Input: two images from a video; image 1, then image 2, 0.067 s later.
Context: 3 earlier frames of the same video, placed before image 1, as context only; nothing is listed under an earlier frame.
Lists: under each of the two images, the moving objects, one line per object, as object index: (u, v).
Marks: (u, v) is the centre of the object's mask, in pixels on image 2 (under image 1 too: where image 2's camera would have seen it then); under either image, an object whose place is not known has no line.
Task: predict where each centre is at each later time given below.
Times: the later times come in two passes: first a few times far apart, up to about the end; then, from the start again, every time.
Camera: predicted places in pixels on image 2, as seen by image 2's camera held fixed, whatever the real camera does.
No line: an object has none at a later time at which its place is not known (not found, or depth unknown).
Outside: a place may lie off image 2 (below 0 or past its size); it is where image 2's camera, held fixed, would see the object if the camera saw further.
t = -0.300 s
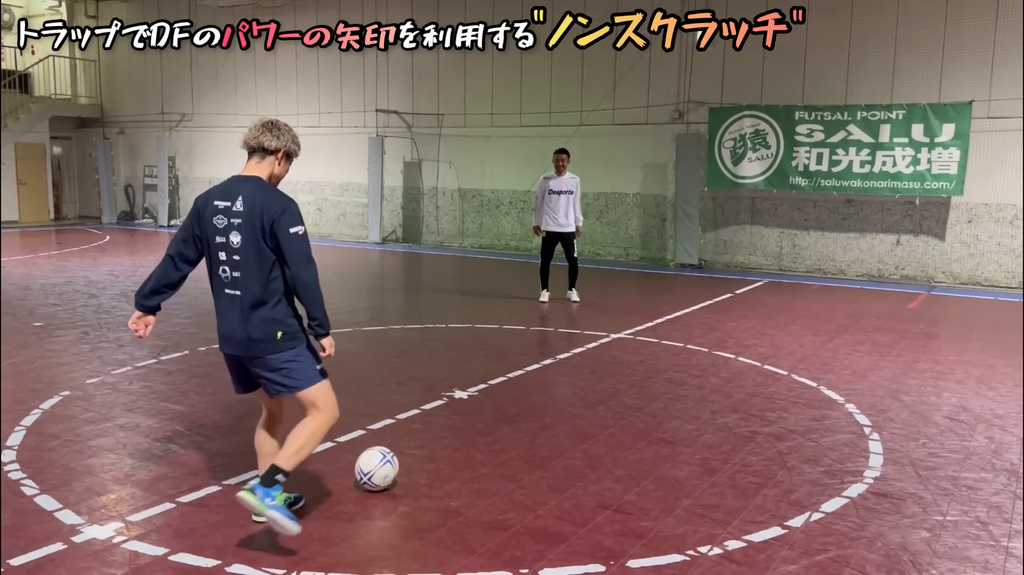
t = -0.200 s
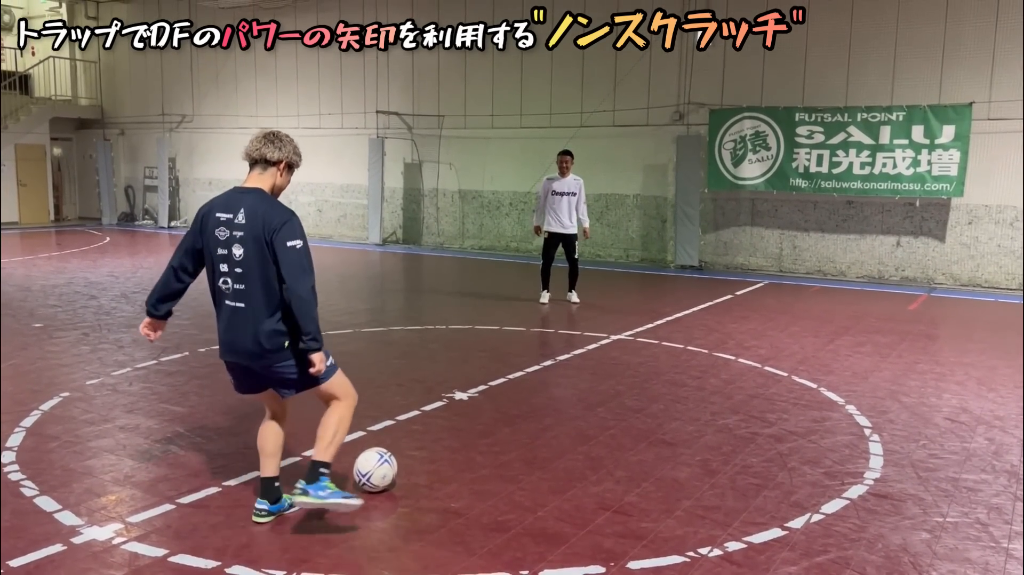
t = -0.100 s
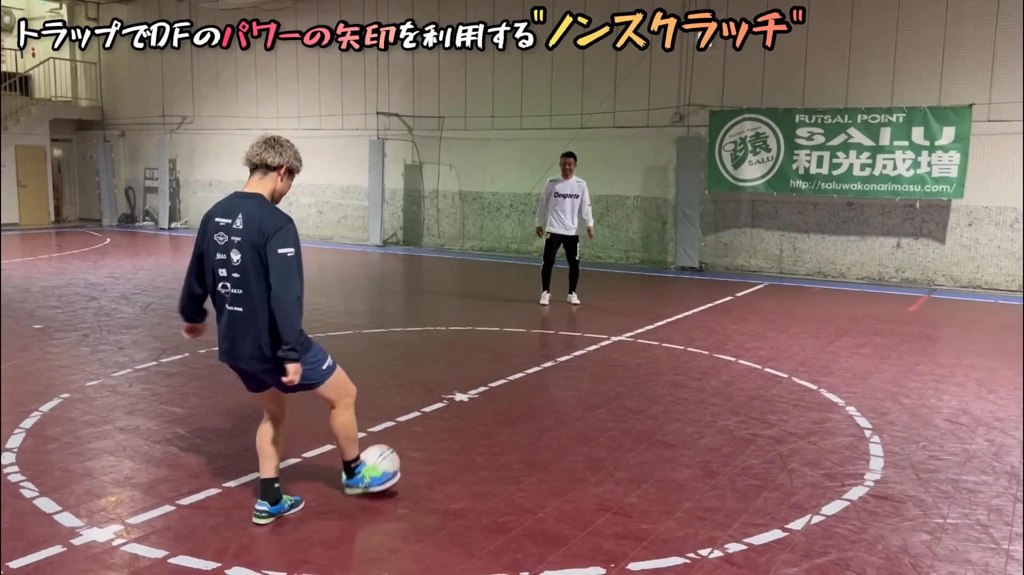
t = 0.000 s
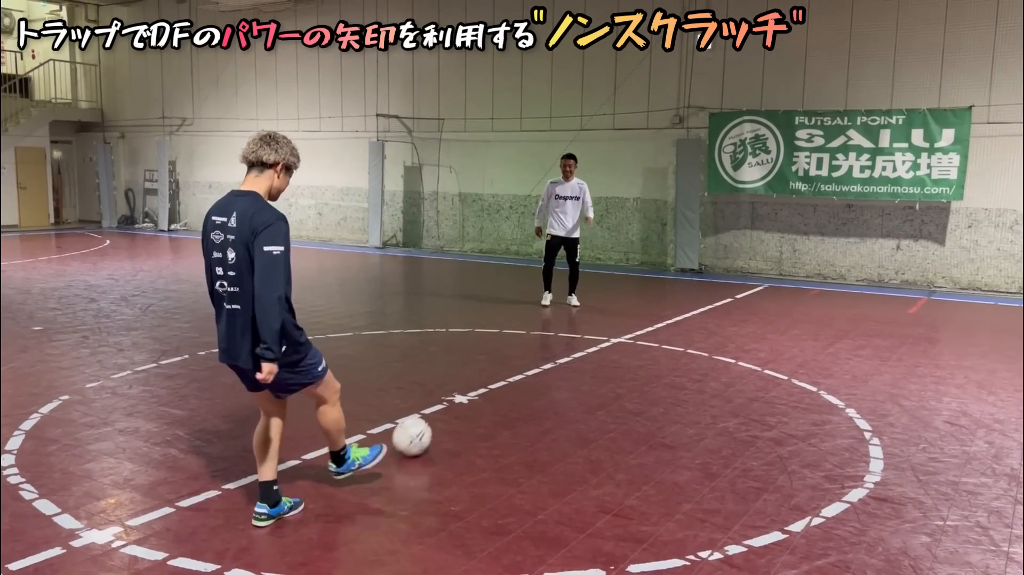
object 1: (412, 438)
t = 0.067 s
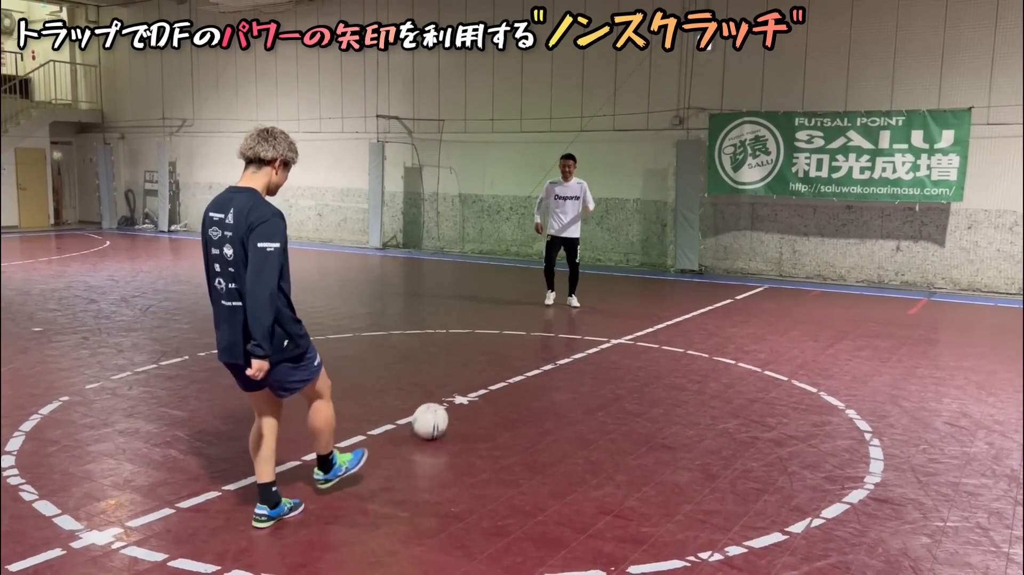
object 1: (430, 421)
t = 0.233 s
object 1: (463, 389)
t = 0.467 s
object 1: (492, 362)
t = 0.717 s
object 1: (515, 341)
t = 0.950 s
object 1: (532, 325)
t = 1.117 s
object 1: (543, 316)
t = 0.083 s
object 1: (434, 417)
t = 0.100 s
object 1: (438, 413)
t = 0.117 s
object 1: (441, 410)
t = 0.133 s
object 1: (445, 407)
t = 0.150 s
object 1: (448, 404)
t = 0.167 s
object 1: (451, 401)
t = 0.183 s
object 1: (454, 398)
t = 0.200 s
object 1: (457, 395)
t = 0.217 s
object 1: (460, 392)
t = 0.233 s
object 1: (463, 389)
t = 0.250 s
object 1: (465, 388)
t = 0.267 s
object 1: (468, 385)
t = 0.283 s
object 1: (470, 383)
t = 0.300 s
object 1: (473, 381)
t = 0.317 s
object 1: (475, 378)
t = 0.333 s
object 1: (477, 376)
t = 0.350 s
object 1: (479, 374)
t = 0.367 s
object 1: (481, 373)
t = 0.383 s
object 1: (483, 371)
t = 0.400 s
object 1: (485, 368)
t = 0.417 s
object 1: (487, 367)
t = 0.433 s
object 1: (489, 365)
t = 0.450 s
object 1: (491, 364)
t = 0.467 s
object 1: (492, 362)
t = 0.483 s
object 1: (494, 360)
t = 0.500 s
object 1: (496, 359)
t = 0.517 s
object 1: (497, 358)
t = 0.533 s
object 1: (499, 356)
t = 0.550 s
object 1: (501, 355)
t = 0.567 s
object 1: (502, 353)
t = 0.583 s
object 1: (504, 352)
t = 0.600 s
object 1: (505, 350)
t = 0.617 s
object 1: (507, 349)
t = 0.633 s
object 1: (508, 347)
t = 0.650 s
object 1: (510, 346)
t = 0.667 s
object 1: (511, 344)
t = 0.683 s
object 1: (513, 343)
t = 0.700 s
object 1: (514, 342)
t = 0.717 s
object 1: (515, 341)
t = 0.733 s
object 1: (517, 339)
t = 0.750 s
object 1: (518, 338)
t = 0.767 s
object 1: (519, 337)
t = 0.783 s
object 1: (521, 336)
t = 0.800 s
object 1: (522, 334)
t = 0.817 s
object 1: (523, 333)
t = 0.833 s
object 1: (524, 332)
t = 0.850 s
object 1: (526, 331)
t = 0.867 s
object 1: (527, 330)
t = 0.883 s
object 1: (528, 328)
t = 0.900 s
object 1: (529, 328)
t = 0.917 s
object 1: (530, 327)
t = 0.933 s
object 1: (531, 326)
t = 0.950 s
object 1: (532, 325)
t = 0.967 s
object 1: (533, 324)
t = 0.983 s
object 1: (534, 323)
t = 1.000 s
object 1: (536, 322)
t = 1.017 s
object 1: (537, 321)
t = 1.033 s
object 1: (538, 320)
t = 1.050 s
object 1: (539, 319)
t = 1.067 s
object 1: (540, 318)
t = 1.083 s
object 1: (541, 317)
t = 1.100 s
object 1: (542, 317)
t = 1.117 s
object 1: (543, 316)
